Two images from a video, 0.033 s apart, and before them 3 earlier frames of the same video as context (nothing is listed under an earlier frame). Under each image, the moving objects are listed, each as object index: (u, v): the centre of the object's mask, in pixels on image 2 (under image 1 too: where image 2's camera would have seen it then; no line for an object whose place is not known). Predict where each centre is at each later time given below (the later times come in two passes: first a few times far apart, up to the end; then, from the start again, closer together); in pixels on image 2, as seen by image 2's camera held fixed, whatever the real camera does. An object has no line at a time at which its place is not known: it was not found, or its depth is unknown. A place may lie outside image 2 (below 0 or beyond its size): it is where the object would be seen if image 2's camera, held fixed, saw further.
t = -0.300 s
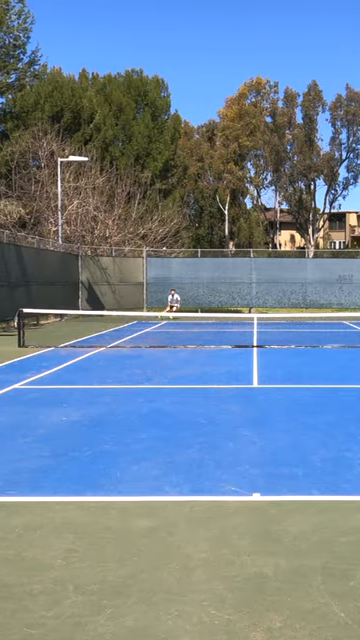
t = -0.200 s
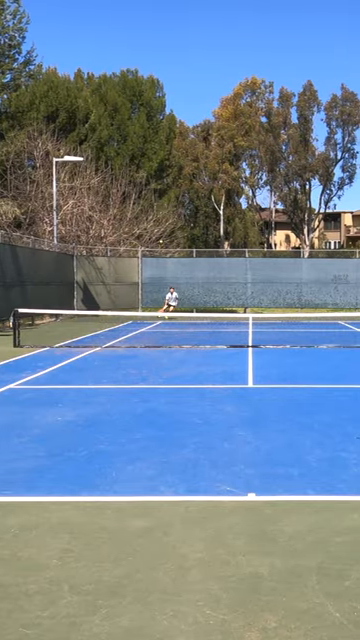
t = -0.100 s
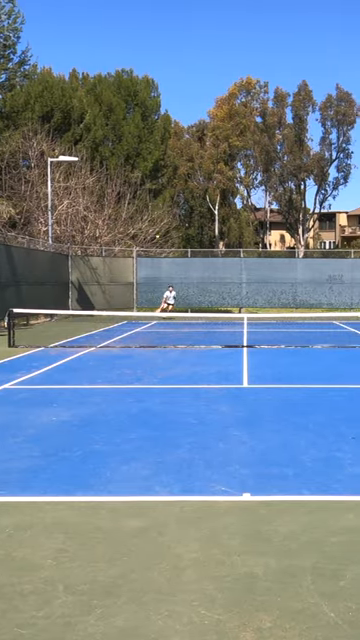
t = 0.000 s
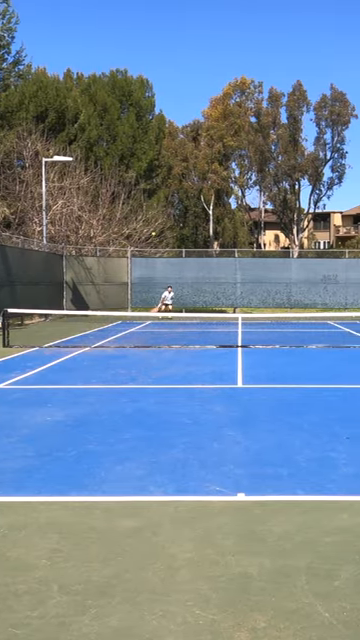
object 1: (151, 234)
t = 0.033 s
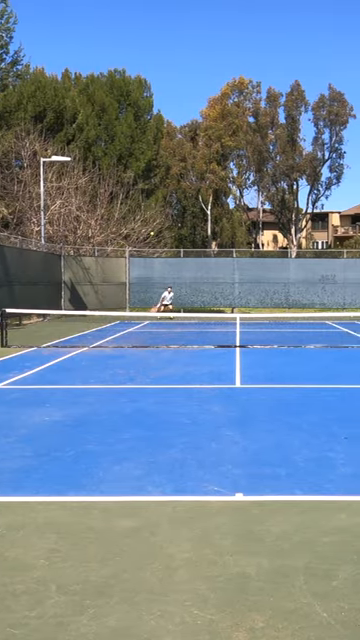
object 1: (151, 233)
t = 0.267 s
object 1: (155, 242)
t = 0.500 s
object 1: (159, 278)
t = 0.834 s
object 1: (164, 429)
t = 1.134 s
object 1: (152, 346)
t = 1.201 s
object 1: (149, 336)
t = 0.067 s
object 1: (152, 233)
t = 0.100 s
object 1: (153, 234)
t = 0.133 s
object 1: (153, 234)
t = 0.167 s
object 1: (154, 235)
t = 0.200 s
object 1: (154, 237)
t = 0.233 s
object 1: (155, 239)
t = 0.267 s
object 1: (155, 242)
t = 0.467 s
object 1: (158, 270)
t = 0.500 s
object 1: (159, 278)
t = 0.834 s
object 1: (164, 429)
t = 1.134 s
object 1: (152, 346)
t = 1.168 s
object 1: (151, 341)
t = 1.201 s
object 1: (149, 336)
